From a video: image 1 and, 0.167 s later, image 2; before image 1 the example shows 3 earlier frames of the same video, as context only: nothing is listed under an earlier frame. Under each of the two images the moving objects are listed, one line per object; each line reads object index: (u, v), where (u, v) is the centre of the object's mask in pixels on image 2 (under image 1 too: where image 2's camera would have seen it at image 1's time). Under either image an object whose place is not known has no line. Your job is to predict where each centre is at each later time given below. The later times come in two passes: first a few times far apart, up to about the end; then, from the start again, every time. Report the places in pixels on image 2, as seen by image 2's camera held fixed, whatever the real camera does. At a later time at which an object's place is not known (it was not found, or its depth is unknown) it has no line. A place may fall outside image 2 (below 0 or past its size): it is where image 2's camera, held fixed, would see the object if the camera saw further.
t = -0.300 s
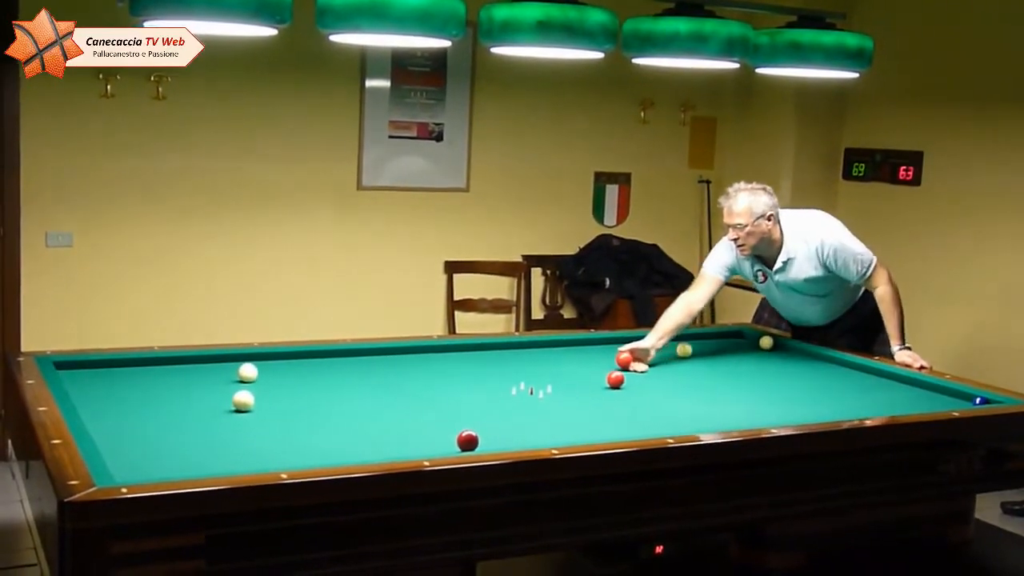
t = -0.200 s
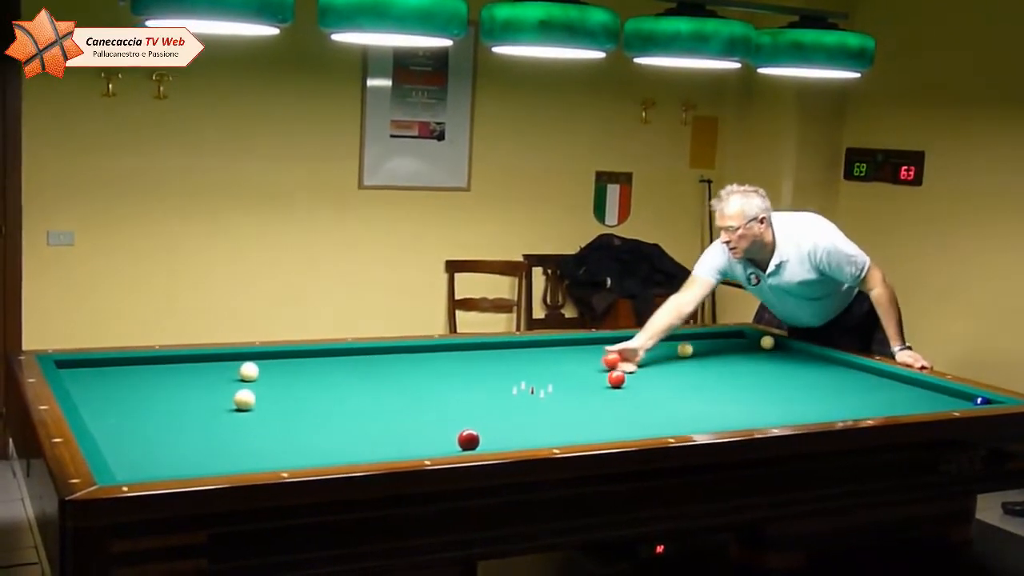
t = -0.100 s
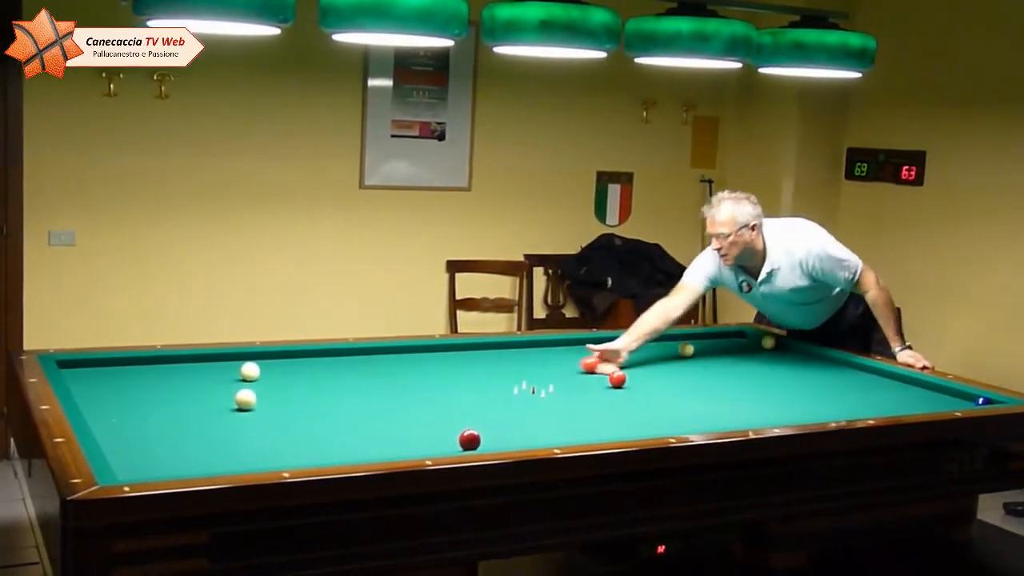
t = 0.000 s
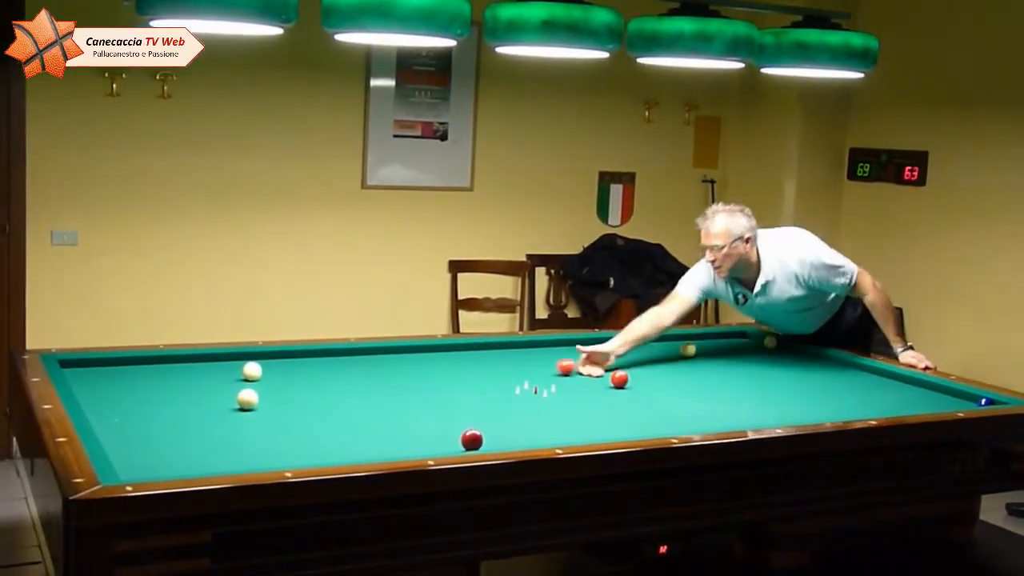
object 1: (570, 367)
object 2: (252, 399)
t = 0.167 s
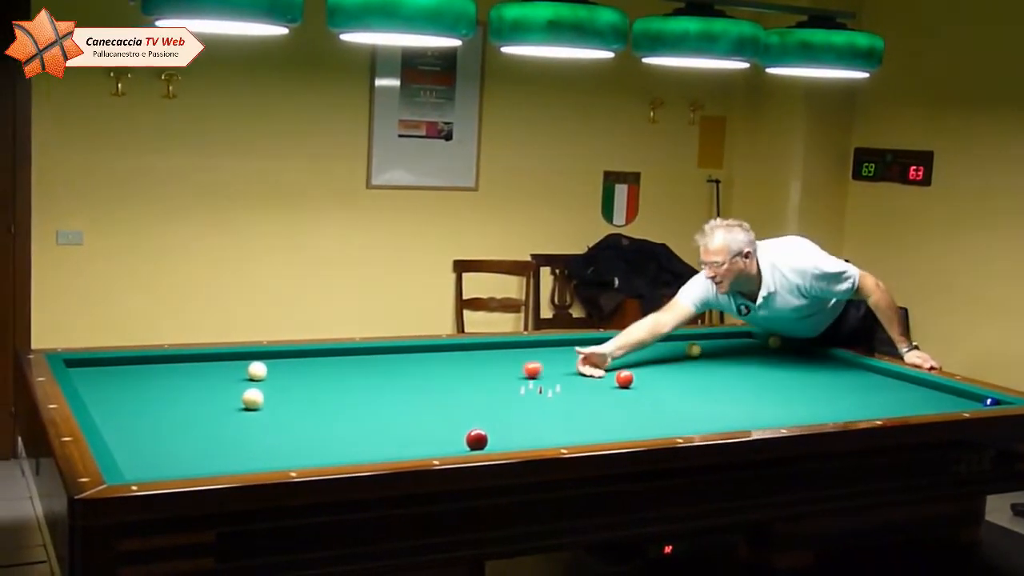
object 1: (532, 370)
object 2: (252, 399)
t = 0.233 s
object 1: (517, 371)
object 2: (253, 399)
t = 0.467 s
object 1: (462, 375)
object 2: (252, 399)
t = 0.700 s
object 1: (406, 379)
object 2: (252, 399)
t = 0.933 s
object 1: (347, 383)
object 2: (253, 399)
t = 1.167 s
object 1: (286, 388)
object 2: (252, 399)
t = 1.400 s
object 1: (222, 393)
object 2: (252, 399)
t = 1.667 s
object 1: (145, 399)
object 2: (252, 399)
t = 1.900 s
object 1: (108, 402)
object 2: (253, 399)
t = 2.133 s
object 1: (155, 401)
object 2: (253, 399)
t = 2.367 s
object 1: (192, 399)
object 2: (252, 399)
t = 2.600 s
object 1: (227, 398)
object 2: (253, 399)
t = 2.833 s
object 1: (240, 396)
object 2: (271, 400)
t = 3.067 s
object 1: (250, 393)
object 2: (290, 401)
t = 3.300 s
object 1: (260, 391)
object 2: (308, 402)
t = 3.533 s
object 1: (269, 389)
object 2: (326, 403)
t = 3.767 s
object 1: (277, 387)
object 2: (343, 404)
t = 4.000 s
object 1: (284, 385)
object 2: (359, 405)
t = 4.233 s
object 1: (292, 383)
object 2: (374, 406)
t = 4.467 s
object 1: (299, 382)
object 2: (389, 407)
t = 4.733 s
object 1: (305, 380)
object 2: (406, 408)
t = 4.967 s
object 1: (312, 379)
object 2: (419, 409)
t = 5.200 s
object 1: (317, 378)
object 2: (432, 409)
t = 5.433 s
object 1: (322, 377)
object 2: (444, 410)
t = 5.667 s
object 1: (326, 376)
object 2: (456, 411)
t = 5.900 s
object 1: (331, 375)
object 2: (467, 411)
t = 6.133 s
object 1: (335, 375)
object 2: (477, 412)
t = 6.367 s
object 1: (339, 374)
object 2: (487, 412)
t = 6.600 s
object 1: (342, 374)
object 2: (496, 413)
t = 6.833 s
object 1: (345, 374)
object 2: (505, 413)
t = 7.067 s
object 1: (347, 373)
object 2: (513, 413)
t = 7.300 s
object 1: (348, 373)
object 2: (519, 414)
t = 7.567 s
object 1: (350, 372)
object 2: (526, 414)
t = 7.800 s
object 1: (350, 372)
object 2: (531, 414)
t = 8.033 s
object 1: (350, 372)
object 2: (537, 414)
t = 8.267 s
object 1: (350, 372)
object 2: (541, 414)
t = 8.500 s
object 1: (350, 372)
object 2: (544, 414)
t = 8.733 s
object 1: (350, 372)
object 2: (547, 414)
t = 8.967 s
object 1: (350, 372)
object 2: (549, 415)
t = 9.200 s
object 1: (350, 372)
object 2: (550, 414)
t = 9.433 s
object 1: (350, 372)
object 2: (551, 414)
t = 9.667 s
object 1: (350, 372)
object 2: (551, 415)
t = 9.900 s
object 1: (350, 372)
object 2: (551, 414)
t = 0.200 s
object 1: (524, 370)
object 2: (252, 399)
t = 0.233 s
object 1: (517, 371)
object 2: (253, 399)
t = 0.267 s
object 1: (509, 372)
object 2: (252, 399)
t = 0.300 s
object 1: (502, 372)
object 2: (252, 399)
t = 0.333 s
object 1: (494, 373)
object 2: (252, 399)
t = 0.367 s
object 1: (486, 373)
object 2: (252, 399)
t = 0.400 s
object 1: (478, 373)
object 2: (252, 399)
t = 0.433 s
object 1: (470, 374)
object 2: (252, 399)
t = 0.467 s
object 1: (462, 375)
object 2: (252, 399)
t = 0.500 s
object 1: (455, 375)
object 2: (252, 399)
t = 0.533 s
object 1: (446, 376)
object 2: (252, 399)
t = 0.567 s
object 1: (438, 377)
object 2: (253, 399)
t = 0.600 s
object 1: (430, 377)
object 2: (253, 399)
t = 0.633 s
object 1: (422, 378)
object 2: (252, 399)
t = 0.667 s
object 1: (414, 379)
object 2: (253, 399)
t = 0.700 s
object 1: (406, 379)
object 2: (252, 399)
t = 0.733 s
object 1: (398, 380)
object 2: (252, 399)
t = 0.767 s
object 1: (390, 380)
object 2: (252, 399)
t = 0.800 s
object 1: (381, 381)
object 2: (252, 399)
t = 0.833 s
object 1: (373, 382)
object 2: (253, 399)
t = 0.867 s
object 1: (364, 382)
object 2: (252, 399)
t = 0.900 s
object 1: (355, 383)
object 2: (253, 399)
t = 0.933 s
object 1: (347, 383)
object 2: (253, 399)
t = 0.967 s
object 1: (338, 384)
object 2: (252, 399)
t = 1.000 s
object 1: (330, 385)
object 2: (252, 399)
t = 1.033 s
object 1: (321, 385)
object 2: (252, 399)
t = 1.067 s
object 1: (312, 386)
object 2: (252, 399)
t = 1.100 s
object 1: (303, 387)
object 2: (252, 399)
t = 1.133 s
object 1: (294, 387)
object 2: (252, 399)
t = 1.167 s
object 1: (286, 388)
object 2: (252, 399)
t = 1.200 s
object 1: (277, 389)
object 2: (252, 399)
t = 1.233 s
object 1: (269, 389)
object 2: (253, 399)
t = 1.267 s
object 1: (262, 388)
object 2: (252, 399)
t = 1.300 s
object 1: (248, 386)
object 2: (253, 399)
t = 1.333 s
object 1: (239, 390)
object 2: (253, 399)
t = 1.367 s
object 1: (231, 392)
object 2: (252, 399)
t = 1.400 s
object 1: (222, 393)
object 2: (252, 399)
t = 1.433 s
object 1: (213, 394)
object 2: (252, 399)
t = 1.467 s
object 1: (203, 394)
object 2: (253, 399)
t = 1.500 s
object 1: (194, 395)
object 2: (252, 399)
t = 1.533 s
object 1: (184, 396)
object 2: (253, 399)
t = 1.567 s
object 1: (174, 397)
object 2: (253, 399)
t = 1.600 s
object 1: (165, 397)
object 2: (252, 399)
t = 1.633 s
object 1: (155, 398)
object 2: (252, 399)
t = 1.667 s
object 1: (145, 399)
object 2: (252, 399)
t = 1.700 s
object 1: (135, 400)
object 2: (252, 399)
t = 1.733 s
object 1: (125, 401)
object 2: (252, 399)
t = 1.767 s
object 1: (115, 401)
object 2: (252, 399)
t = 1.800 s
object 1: (105, 402)
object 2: (253, 399)
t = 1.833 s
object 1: (96, 403)
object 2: (253, 399)
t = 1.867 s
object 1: (100, 403)
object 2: (252, 399)
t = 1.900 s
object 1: (108, 402)
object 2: (253, 399)
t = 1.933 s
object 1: (117, 402)
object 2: (253, 399)
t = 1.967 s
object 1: (124, 402)
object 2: (253, 399)
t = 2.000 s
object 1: (132, 401)
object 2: (253, 399)
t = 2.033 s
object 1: (138, 401)
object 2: (253, 399)
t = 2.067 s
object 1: (144, 401)
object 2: (253, 399)
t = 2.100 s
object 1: (150, 401)
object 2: (253, 399)
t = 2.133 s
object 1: (155, 401)
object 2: (253, 399)
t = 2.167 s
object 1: (161, 400)
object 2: (253, 399)
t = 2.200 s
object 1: (166, 400)
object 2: (252, 399)
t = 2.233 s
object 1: (171, 400)
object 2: (252, 399)
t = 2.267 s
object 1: (177, 400)
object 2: (252, 399)
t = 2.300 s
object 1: (182, 400)
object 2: (252, 399)
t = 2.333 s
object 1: (187, 399)
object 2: (252, 399)
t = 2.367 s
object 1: (192, 399)
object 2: (252, 399)
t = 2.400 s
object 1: (197, 399)
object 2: (252, 399)
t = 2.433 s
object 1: (202, 399)
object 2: (252, 399)
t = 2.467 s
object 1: (207, 399)
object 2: (252, 399)
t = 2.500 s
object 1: (212, 399)
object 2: (252, 399)
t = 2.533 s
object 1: (217, 399)
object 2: (252, 399)
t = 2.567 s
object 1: (222, 398)
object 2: (253, 399)
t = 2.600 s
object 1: (227, 398)
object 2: (253, 399)
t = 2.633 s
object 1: (231, 398)
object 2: (253, 399)
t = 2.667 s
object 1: (232, 397)
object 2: (257, 399)
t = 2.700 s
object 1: (233, 397)
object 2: (260, 399)
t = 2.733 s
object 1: (235, 397)
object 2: (263, 399)
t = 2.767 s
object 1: (237, 396)
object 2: (266, 400)
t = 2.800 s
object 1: (238, 396)
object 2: (269, 400)
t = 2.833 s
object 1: (240, 396)
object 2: (271, 400)
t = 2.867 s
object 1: (241, 396)
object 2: (274, 400)
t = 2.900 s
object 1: (243, 395)
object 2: (277, 400)
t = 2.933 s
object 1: (244, 395)
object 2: (279, 400)
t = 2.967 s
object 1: (246, 394)
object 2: (282, 401)
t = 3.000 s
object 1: (247, 394)
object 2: (285, 401)
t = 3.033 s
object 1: (249, 394)
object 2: (288, 401)
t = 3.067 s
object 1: (250, 393)
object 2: (290, 401)
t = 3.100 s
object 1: (252, 393)
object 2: (293, 401)
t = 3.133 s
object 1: (253, 393)
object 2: (295, 401)
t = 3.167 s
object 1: (254, 392)
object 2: (298, 401)
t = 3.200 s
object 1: (256, 392)
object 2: (300, 402)
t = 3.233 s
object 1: (257, 392)
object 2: (303, 402)
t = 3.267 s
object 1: (258, 391)
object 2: (306, 402)
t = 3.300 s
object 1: (260, 391)
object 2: (308, 402)
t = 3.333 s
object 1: (261, 391)
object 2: (311, 402)
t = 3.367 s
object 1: (262, 391)
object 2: (313, 402)
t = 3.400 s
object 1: (264, 390)
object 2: (316, 403)
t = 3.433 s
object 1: (265, 390)
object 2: (318, 403)
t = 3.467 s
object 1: (266, 389)
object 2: (321, 403)
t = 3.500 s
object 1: (268, 389)
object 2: (324, 403)
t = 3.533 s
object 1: (269, 389)
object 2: (326, 403)
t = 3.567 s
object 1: (270, 389)
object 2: (328, 403)
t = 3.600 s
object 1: (271, 389)
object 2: (331, 403)
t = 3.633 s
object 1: (272, 388)
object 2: (333, 403)
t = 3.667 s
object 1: (273, 388)
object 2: (336, 404)
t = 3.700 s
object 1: (274, 388)
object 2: (338, 404)
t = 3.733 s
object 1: (276, 388)
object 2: (341, 404)
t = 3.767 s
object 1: (277, 387)
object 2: (343, 404)
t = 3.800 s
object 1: (278, 387)
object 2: (345, 404)
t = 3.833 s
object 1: (279, 387)
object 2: (348, 404)
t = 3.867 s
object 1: (280, 386)
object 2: (350, 404)
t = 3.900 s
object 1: (281, 386)
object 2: (352, 404)
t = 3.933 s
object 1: (282, 386)
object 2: (355, 405)
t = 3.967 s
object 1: (283, 386)
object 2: (357, 405)
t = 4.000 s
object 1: (284, 385)
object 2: (359, 405)
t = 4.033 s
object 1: (286, 385)
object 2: (361, 405)
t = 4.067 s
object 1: (286, 385)
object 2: (363, 405)
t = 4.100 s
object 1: (288, 384)
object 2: (366, 406)
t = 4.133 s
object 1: (289, 384)
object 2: (368, 406)
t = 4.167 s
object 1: (290, 384)
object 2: (370, 406)
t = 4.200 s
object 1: (291, 384)
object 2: (372, 406)
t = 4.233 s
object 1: (292, 383)
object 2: (374, 406)
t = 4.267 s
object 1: (293, 383)
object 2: (377, 406)
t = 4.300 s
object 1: (293, 383)
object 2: (379, 406)
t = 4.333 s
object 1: (294, 383)
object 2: (381, 406)
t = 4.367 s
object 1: (296, 383)
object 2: (383, 407)
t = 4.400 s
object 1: (296, 382)
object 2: (385, 407)
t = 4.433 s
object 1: (297, 382)
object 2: (387, 407)
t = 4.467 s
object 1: (299, 382)
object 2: (389, 407)
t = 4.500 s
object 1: (299, 382)
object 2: (392, 407)
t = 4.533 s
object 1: (300, 382)
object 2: (394, 407)
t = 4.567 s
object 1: (301, 381)
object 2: (395, 407)
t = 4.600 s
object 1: (302, 381)
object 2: (398, 407)
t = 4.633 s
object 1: (303, 381)
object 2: (400, 407)
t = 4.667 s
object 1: (304, 381)
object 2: (402, 408)
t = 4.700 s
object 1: (305, 381)
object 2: (404, 408)
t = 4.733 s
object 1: (305, 380)
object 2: (406, 408)
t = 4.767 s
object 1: (306, 380)
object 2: (408, 408)
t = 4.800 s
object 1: (308, 380)
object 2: (410, 408)
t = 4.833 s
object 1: (308, 380)
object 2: (412, 408)
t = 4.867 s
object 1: (309, 380)
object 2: (413, 408)
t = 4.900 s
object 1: (310, 379)
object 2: (415, 408)
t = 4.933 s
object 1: (311, 379)
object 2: (417, 408)
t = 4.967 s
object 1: (312, 379)
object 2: (419, 409)
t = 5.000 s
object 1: (312, 379)
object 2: (421, 409)
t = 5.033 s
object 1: (313, 379)
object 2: (423, 409)
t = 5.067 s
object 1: (314, 378)
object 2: (425, 409)
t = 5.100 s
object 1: (315, 378)
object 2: (427, 409)
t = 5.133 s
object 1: (315, 378)
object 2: (428, 409)
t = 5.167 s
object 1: (316, 378)
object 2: (430, 409)
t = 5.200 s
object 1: (317, 378)
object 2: (432, 409)
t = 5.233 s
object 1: (318, 378)
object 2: (434, 409)
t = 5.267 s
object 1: (318, 378)
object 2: (436, 409)
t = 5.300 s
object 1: (319, 378)
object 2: (438, 409)
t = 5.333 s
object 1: (320, 378)
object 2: (439, 409)
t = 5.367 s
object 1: (320, 377)
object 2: (441, 410)
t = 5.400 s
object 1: (321, 377)
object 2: (443, 410)
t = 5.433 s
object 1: (322, 377)
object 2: (444, 410)
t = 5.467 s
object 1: (323, 377)
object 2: (446, 410)
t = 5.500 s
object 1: (323, 377)
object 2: (448, 410)
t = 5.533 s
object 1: (324, 377)
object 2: (450, 410)
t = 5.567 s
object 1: (325, 376)
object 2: (451, 410)
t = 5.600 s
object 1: (325, 376)
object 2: (453, 410)
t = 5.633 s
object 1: (326, 376)
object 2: (455, 410)
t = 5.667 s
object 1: (326, 376)
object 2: (456, 411)
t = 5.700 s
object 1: (327, 376)
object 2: (458, 411)
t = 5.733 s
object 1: (328, 376)
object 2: (459, 411)
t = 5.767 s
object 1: (328, 376)
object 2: (461, 411)
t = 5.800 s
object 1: (329, 376)
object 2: (463, 411)
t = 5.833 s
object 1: (330, 376)
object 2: (464, 411)
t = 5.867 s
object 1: (331, 376)
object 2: (466, 411)
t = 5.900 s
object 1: (331, 375)
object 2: (467, 411)
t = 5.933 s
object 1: (332, 375)
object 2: (469, 411)
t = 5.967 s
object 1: (332, 375)
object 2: (470, 411)
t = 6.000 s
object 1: (333, 375)
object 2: (471, 411)
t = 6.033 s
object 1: (333, 375)
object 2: (473, 411)
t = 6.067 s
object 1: (334, 375)
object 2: (475, 412)
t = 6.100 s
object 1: (335, 375)
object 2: (476, 412)
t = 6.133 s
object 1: (335, 375)
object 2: (477, 412)
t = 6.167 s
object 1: (336, 375)
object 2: (479, 412)
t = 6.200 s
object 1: (336, 374)
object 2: (480, 412)
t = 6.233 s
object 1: (337, 374)
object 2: (482, 412)
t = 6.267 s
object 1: (337, 374)
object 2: (483, 412)
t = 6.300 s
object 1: (338, 374)
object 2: (484, 412)
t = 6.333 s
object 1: (338, 374)
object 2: (486, 412)
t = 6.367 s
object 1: (339, 374)
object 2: (487, 412)
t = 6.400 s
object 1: (339, 374)
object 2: (489, 412)
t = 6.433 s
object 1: (340, 374)
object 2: (490, 412)
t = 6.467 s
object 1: (340, 374)
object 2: (491, 412)
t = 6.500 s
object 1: (341, 374)
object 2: (492, 412)
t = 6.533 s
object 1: (341, 374)
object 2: (494, 412)
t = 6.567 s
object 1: (341, 374)
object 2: (495, 413)
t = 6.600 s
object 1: (342, 374)
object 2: (496, 413)
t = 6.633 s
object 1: (342, 373)
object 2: (498, 413)
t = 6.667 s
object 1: (343, 374)
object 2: (499, 413)
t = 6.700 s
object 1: (343, 374)
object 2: (500, 413)
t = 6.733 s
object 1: (344, 374)
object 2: (501, 413)
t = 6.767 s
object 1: (344, 374)
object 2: (502, 413)
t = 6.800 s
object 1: (344, 374)
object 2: (503, 413)
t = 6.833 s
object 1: (345, 374)
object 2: (505, 413)
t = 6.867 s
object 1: (345, 374)
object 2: (506, 413)
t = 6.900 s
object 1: (346, 374)
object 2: (507, 413)
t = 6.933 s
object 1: (346, 373)
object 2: (508, 413)
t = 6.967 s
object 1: (346, 373)
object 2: (509, 413)
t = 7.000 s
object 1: (346, 373)
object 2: (510, 413)
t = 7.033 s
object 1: (347, 373)
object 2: (511, 413)
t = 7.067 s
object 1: (347, 373)
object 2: (513, 413)
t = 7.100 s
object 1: (347, 373)
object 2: (513, 413)
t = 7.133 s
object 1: (348, 373)
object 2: (514, 413)
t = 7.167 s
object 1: (348, 373)
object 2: (515, 413)
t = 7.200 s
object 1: (348, 373)
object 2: (516, 413)
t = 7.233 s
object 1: (348, 373)
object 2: (517, 413)
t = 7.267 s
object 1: (348, 373)
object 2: (519, 413)
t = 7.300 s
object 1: (348, 373)
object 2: (519, 414)
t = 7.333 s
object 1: (348, 373)
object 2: (520, 414)
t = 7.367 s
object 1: (348, 373)
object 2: (521, 414)
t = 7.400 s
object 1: (349, 373)
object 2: (522, 414)
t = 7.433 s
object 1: (349, 373)
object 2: (523, 414)
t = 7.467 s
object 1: (349, 372)
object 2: (524, 414)
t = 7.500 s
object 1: (349, 373)
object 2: (525, 414)
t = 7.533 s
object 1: (350, 372)
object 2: (525, 414)
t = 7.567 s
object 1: (350, 372)
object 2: (526, 414)
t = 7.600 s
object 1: (350, 372)
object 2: (527, 414)
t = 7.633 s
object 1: (350, 372)
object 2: (528, 414)
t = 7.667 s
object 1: (350, 372)
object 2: (529, 414)
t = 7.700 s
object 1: (350, 372)
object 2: (529, 414)
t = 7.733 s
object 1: (350, 372)
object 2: (530, 414)
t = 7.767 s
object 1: (350, 372)
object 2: (531, 414)
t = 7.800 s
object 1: (350, 372)
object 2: (531, 414)
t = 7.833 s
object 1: (350, 372)
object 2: (532, 414)
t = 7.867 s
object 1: (350, 372)
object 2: (533, 414)
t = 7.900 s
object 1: (350, 372)
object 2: (534, 414)
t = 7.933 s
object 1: (350, 372)
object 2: (534, 414)
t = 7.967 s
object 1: (350, 372)
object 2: (535, 414)
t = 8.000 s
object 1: (350, 372)
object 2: (536, 414)
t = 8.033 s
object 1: (350, 372)
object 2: (537, 414)
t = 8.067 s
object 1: (350, 372)
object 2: (537, 414)
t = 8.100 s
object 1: (350, 372)
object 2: (538, 414)
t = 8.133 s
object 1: (350, 372)
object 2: (538, 414)
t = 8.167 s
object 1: (350, 372)
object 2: (539, 414)
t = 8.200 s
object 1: (350, 372)
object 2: (540, 414)
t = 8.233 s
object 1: (350, 372)
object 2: (540, 414)
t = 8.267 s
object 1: (350, 372)
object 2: (541, 414)
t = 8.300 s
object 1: (350, 372)
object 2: (541, 414)
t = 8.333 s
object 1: (350, 372)
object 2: (542, 414)
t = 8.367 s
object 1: (350, 372)
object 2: (542, 414)
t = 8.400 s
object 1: (350, 372)
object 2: (543, 414)
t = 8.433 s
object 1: (350, 372)
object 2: (543, 414)
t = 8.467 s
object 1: (350, 372)
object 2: (544, 414)
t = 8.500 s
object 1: (350, 372)
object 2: (544, 414)
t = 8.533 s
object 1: (350, 372)
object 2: (544, 414)
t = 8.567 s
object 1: (350, 372)
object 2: (545, 414)
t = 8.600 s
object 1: (350, 372)
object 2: (545, 414)
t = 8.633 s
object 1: (350, 372)
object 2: (546, 414)
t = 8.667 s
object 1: (350, 372)
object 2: (546, 414)
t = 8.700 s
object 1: (350, 372)
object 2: (546, 414)
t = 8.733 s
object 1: (350, 372)
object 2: (547, 414)
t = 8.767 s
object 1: (350, 372)
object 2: (547, 414)
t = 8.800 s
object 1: (350, 372)
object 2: (548, 415)
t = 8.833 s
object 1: (350, 372)
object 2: (548, 414)
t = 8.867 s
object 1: (350, 372)
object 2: (548, 415)
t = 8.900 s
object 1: (350, 372)
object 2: (548, 414)
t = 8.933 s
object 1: (350, 372)
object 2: (549, 415)
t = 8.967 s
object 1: (350, 372)
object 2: (549, 415)
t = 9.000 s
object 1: (350, 372)
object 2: (549, 414)
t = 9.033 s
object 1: (350, 372)
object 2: (549, 415)
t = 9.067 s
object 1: (350, 372)
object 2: (550, 414)
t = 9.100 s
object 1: (350, 372)
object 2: (550, 414)
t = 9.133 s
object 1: (350, 372)
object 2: (550, 415)
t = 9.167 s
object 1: (350, 372)
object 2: (550, 415)
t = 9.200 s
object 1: (350, 372)
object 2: (550, 414)
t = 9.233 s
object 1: (350, 372)
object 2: (550, 414)
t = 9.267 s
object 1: (350, 372)
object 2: (550, 414)
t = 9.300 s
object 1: (350, 372)
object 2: (550, 415)
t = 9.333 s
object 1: (349, 372)
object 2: (551, 414)
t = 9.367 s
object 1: (350, 372)
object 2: (551, 414)
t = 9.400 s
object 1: (350, 372)
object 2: (551, 414)
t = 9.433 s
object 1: (350, 372)
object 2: (551, 414)
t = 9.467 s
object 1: (350, 372)
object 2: (551, 415)
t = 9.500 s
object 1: (350, 372)
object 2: (551, 415)
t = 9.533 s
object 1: (350, 372)
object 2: (551, 415)
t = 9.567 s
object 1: (350, 372)
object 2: (551, 415)
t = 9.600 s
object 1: (350, 372)
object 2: (551, 415)
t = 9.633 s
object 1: (350, 372)
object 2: (551, 415)
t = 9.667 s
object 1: (350, 372)
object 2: (551, 415)
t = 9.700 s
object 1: (350, 372)
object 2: (551, 415)
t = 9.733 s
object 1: (350, 372)
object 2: (551, 415)
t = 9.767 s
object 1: (350, 372)
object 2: (551, 414)
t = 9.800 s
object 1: (350, 372)
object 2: (551, 414)
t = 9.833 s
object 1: (350, 372)
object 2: (551, 414)
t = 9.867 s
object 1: (350, 372)
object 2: (551, 414)
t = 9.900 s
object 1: (350, 372)
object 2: (551, 414)
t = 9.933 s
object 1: (350, 372)
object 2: (551, 414)
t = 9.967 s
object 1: (350, 372)
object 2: (551, 414)
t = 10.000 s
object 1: (350, 372)
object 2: (551, 414)
